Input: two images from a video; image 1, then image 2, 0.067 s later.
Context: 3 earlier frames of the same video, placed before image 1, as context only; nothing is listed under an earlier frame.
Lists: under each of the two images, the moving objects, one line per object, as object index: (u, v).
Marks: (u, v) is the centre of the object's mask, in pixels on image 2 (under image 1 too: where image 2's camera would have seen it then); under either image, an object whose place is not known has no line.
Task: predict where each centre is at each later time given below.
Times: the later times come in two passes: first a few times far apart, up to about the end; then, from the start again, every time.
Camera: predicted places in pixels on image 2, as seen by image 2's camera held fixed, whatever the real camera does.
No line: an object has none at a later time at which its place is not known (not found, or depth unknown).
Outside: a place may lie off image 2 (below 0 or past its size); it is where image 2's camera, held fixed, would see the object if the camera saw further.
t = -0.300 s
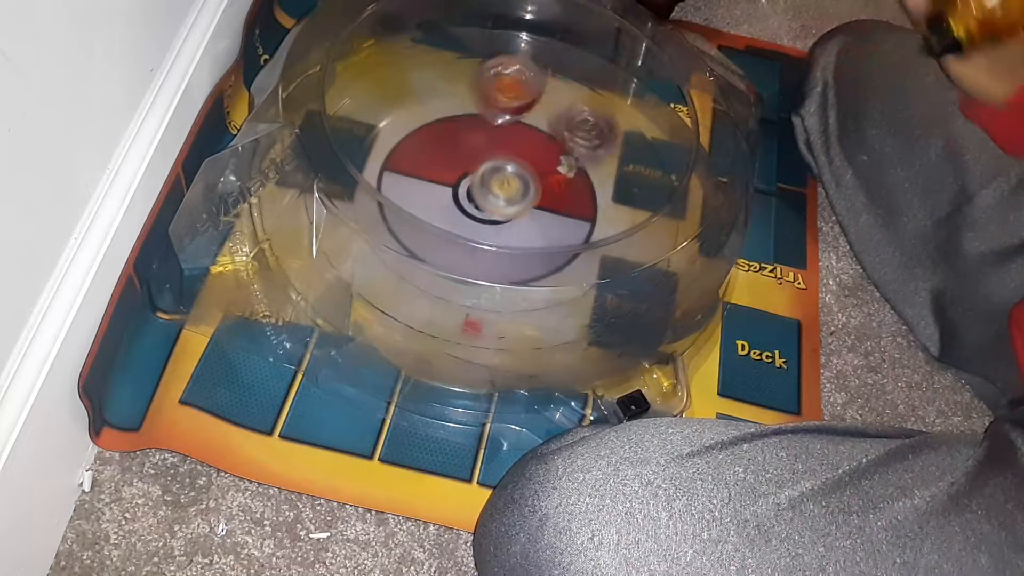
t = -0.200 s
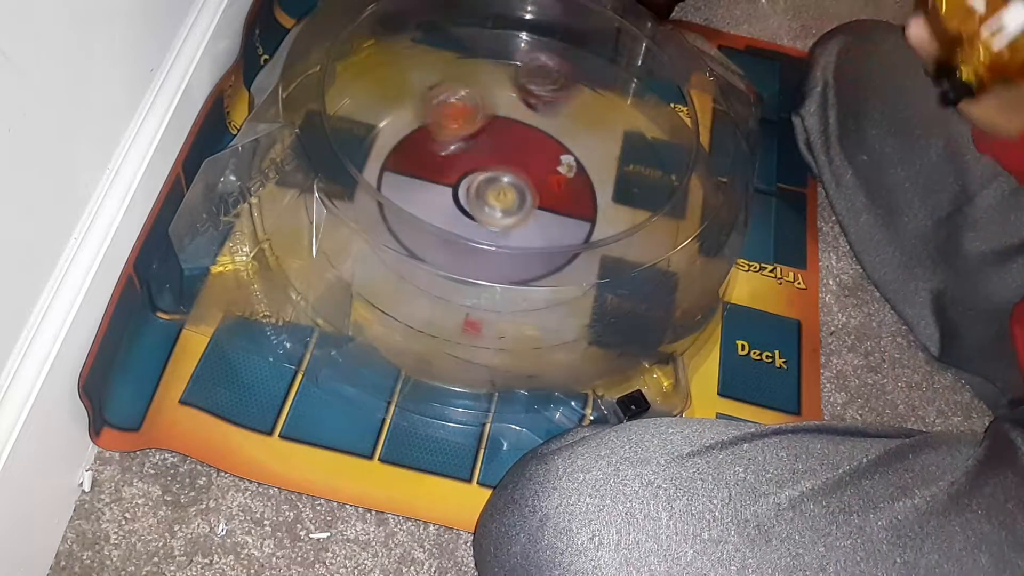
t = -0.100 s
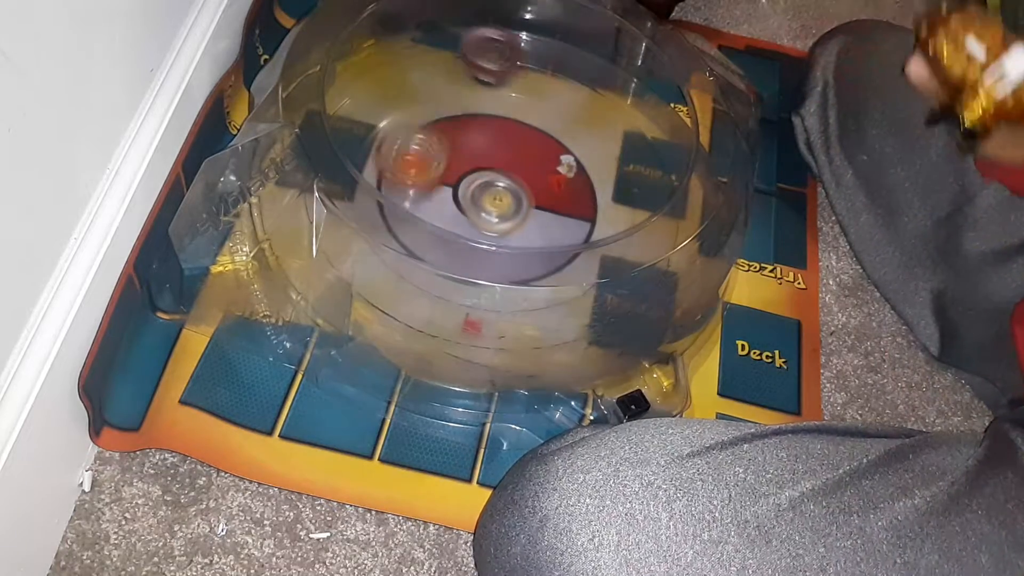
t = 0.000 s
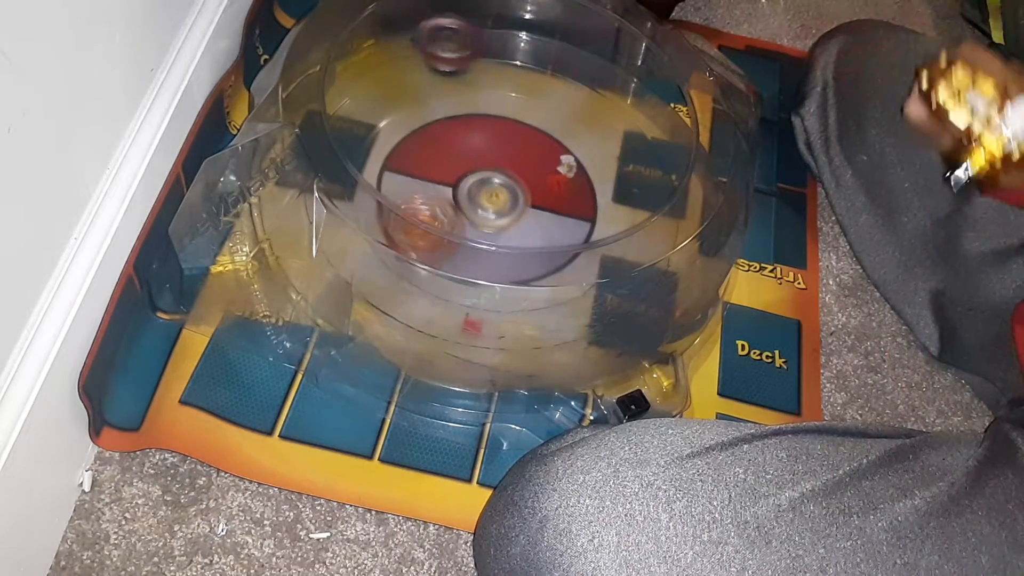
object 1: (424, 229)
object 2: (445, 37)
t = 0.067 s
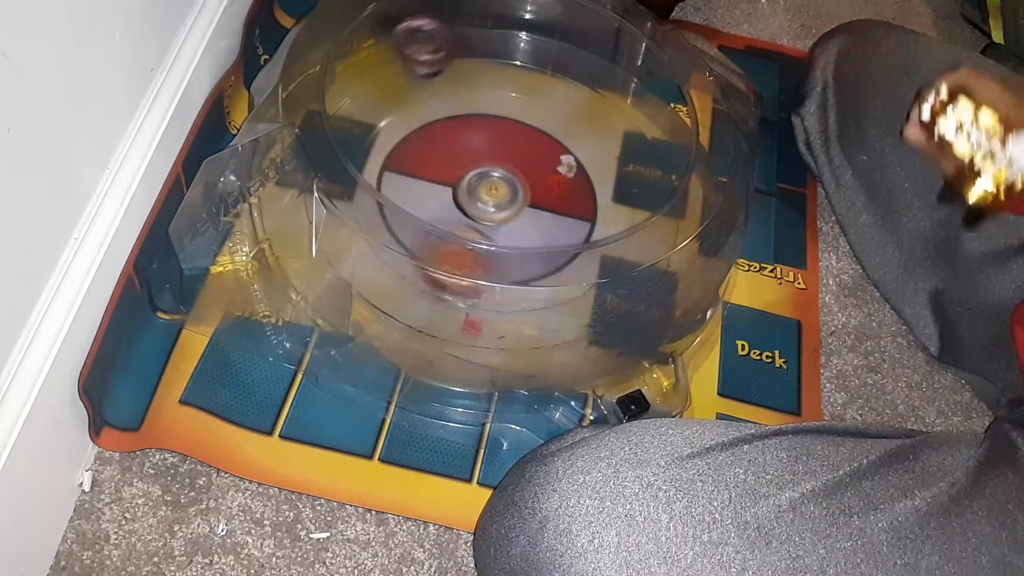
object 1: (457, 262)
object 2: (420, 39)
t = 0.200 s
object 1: (570, 287)
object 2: (384, 56)
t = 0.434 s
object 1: (650, 263)
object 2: (348, 94)
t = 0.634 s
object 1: (660, 232)
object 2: (349, 136)
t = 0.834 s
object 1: (651, 202)
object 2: (411, 205)
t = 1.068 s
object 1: (585, 148)
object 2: (595, 213)
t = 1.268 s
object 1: (445, 116)
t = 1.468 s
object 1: (372, 195)
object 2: (497, 84)
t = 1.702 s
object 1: (483, 285)
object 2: (361, 139)
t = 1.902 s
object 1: (575, 248)
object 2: (441, 270)
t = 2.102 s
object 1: (581, 138)
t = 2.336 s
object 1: (444, 79)
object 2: (697, 212)
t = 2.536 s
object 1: (362, 165)
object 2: (661, 157)
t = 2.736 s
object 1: (464, 264)
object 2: (576, 117)
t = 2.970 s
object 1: (621, 210)
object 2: (406, 123)
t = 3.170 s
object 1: (595, 108)
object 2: (376, 208)
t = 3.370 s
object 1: (538, 66)
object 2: (505, 273)
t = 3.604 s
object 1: (500, 60)
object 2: (609, 179)
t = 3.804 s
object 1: (462, 70)
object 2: (543, 91)
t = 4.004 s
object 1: (379, 129)
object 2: (471, 88)
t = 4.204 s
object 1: (408, 231)
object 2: (413, 139)
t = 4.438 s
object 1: (550, 286)
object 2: (419, 182)
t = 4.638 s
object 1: (607, 281)
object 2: (457, 185)
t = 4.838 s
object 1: (619, 283)
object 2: (463, 167)
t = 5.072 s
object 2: (375, 154)
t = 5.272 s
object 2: (409, 177)
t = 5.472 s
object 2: (382, 144)
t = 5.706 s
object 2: (342, 104)
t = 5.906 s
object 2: (334, 122)
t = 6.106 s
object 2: (376, 125)
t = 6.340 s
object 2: (399, 125)
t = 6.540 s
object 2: (460, 176)
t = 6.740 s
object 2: (489, 221)
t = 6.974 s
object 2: (504, 207)
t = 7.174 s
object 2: (506, 208)
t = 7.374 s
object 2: (489, 200)
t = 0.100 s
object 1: (484, 283)
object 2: (410, 43)
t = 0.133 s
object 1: (512, 286)
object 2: (401, 48)
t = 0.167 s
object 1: (543, 287)
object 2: (392, 52)
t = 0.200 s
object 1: (570, 287)
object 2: (384, 56)
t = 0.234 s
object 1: (592, 286)
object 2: (375, 60)
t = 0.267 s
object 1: (609, 285)
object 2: (369, 64)
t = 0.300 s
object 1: (624, 285)
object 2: (363, 70)
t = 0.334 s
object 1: (635, 280)
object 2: (356, 76)
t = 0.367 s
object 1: (641, 273)
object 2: (352, 81)
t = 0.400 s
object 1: (647, 268)
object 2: (350, 88)
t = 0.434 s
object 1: (650, 263)
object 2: (348, 94)
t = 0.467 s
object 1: (654, 259)
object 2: (346, 101)
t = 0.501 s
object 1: (656, 255)
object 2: (345, 108)
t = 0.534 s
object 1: (658, 246)
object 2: (345, 114)
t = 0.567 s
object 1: (658, 244)
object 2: (343, 122)
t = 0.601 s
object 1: (659, 238)
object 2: (346, 129)
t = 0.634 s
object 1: (660, 232)
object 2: (349, 136)
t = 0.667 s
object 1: (660, 227)
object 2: (352, 142)
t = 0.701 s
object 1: (659, 221)
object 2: (356, 151)
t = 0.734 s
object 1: (659, 217)
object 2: (361, 160)
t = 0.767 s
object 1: (657, 212)
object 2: (373, 175)
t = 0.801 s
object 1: (654, 209)
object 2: (391, 191)
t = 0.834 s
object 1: (651, 202)
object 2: (411, 205)
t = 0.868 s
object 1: (647, 198)
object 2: (435, 218)
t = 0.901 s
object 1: (640, 191)
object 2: (462, 226)
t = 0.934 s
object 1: (636, 186)
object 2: (492, 234)
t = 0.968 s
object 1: (627, 179)
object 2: (522, 231)
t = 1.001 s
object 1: (615, 170)
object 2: (551, 229)
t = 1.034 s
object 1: (600, 160)
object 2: (574, 221)
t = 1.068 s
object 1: (585, 148)
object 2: (595, 213)
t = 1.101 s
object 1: (566, 137)
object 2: (610, 202)
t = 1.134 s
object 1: (543, 127)
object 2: (621, 188)
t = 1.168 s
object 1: (518, 122)
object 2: (626, 174)
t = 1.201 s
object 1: (495, 116)
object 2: (631, 163)
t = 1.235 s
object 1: (469, 114)
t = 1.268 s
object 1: (445, 116)
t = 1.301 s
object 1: (422, 122)
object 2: (603, 122)
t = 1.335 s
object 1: (402, 131)
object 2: (585, 113)
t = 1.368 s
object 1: (387, 144)
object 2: (565, 103)
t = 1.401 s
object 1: (378, 159)
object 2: (543, 95)
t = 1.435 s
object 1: (372, 176)
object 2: (520, 88)
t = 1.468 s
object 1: (372, 195)
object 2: (497, 84)
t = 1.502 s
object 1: (378, 212)
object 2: (472, 82)
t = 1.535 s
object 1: (391, 237)
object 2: (447, 84)
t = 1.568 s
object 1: (404, 254)
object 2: (421, 88)
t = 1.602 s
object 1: (429, 266)
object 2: (397, 97)
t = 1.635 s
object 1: (448, 275)
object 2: (381, 106)
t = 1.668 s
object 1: (469, 284)
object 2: (365, 122)
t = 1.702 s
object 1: (483, 285)
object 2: (361, 139)
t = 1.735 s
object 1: (499, 287)
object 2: (353, 160)
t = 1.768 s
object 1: (513, 286)
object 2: (356, 184)
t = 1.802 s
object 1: (530, 285)
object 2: (369, 206)
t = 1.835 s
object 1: (546, 272)
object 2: (390, 234)
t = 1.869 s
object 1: (562, 261)
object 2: (416, 257)
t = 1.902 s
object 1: (575, 248)
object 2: (441, 270)
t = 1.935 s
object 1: (591, 231)
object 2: (475, 283)
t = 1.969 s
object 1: (597, 212)
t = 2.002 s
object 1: (601, 195)
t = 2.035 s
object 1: (598, 178)
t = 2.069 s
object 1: (593, 160)
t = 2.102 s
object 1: (581, 138)
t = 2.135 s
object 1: (568, 124)
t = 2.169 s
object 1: (546, 110)
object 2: (660, 264)
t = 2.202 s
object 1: (527, 102)
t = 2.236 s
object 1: (506, 93)
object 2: (680, 240)
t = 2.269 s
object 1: (482, 83)
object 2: (687, 233)
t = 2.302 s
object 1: (462, 79)
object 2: (693, 222)
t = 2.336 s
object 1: (444, 79)
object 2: (697, 212)
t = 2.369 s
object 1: (424, 81)
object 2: (699, 202)
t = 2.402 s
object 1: (402, 90)
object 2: (698, 191)
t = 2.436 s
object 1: (385, 103)
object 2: (694, 182)
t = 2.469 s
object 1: (373, 121)
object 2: (684, 170)
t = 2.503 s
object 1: (367, 143)
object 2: (669, 163)
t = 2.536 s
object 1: (362, 165)
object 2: (661, 157)
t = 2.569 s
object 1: (367, 187)
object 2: (649, 150)
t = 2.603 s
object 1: (378, 204)
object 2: (638, 142)
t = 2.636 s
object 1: (393, 222)
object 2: (625, 134)
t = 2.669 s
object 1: (410, 238)
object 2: (611, 125)
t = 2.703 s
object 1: (436, 253)
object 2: (597, 120)
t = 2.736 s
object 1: (464, 264)
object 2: (576, 117)
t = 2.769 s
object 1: (493, 269)
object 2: (552, 111)
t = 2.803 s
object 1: (522, 268)
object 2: (529, 108)
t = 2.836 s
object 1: (548, 261)
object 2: (503, 108)
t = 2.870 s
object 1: (571, 252)
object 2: (476, 108)
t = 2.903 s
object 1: (588, 243)
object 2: (451, 111)
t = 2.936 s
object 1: (609, 227)
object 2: (428, 116)
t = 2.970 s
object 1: (621, 210)
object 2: (406, 123)
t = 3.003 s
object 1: (628, 187)
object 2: (386, 134)
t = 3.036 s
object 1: (629, 172)
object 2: (373, 149)
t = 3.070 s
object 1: (626, 157)
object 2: (367, 158)
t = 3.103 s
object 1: (622, 137)
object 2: (360, 177)
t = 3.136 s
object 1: (607, 118)
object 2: (366, 193)
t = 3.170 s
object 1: (595, 108)
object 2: (376, 208)
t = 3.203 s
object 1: (583, 94)
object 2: (388, 222)
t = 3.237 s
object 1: (570, 84)
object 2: (404, 244)
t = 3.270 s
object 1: (560, 77)
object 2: (425, 256)
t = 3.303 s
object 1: (551, 72)
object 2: (450, 264)
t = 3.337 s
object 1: (544, 68)
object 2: (477, 267)
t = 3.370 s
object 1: (538, 66)
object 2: (505, 273)
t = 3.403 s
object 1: (533, 64)
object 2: (530, 261)
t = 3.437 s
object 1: (528, 63)
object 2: (550, 255)
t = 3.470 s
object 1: (522, 62)
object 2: (573, 242)
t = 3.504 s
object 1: (516, 61)
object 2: (590, 229)
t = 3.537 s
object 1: (511, 61)
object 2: (600, 213)
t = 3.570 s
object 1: (505, 60)
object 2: (608, 195)
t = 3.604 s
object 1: (500, 60)
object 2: (609, 179)
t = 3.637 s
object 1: (494, 61)
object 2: (608, 162)
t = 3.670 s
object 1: (488, 61)
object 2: (600, 144)
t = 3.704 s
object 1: (482, 62)
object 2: (590, 130)
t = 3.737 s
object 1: (477, 63)
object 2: (577, 115)
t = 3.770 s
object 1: (470, 66)
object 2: (561, 102)
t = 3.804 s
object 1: (462, 70)
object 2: (543, 91)
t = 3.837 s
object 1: (452, 78)
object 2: (524, 84)
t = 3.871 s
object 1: (431, 84)
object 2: (514, 79)
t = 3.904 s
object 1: (415, 93)
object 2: (504, 78)
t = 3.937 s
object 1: (400, 104)
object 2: (491, 77)
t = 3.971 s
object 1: (388, 115)
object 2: (479, 81)
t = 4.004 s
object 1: (379, 129)
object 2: (471, 88)
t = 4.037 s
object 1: (374, 148)
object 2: (461, 98)
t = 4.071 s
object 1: (375, 163)
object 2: (448, 109)
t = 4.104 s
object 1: (377, 182)
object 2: (438, 119)
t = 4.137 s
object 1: (385, 201)
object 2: (429, 122)
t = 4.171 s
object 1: (395, 216)
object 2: (418, 132)
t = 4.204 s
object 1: (408, 231)
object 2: (413, 139)
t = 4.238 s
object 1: (429, 248)
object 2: (408, 148)
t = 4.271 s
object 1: (448, 261)
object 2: (407, 156)
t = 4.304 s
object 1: (469, 273)
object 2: (416, 175)
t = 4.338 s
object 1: (489, 280)
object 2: (420, 176)
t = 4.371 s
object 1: (510, 284)
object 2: (419, 180)
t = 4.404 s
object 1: (531, 288)
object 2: (418, 181)
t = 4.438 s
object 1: (550, 286)
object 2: (419, 182)
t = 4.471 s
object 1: (569, 283)
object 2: (421, 183)
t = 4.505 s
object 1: (581, 281)
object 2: (426, 185)
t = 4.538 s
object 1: (591, 280)
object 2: (431, 185)
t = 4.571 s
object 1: (599, 280)
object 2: (438, 185)
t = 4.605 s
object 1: (603, 281)
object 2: (447, 185)
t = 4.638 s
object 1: (607, 281)
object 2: (457, 185)
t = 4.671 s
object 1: (610, 282)
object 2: (466, 184)
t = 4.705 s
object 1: (613, 282)
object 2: (468, 180)
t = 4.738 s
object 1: (615, 283)
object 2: (464, 174)
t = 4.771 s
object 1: (617, 283)
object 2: (463, 171)
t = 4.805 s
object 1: (618, 283)
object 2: (462, 167)
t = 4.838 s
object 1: (619, 283)
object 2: (463, 167)
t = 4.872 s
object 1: (620, 282)
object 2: (455, 165)
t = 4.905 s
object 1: (621, 282)
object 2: (432, 158)
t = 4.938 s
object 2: (412, 155)
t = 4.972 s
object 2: (395, 152)
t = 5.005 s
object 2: (385, 153)
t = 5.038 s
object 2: (378, 153)
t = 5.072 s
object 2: (375, 154)
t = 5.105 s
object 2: (374, 157)
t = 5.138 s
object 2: (376, 159)
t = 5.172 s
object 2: (380, 163)
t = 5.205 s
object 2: (387, 166)
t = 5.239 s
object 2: (396, 172)
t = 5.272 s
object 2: (409, 177)
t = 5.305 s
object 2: (425, 181)
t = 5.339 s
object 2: (441, 188)
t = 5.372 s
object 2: (448, 184)
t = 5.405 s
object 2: (426, 165)
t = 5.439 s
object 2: (398, 155)
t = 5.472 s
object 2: (382, 144)
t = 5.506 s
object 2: (368, 133)
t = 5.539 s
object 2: (357, 124)
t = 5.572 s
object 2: (353, 121)
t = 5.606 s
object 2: (345, 116)
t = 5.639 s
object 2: (338, 109)
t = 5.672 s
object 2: (335, 102)
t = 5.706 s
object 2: (342, 104)
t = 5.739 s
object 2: (348, 104)
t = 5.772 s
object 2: (352, 105)
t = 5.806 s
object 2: (347, 108)
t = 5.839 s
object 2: (340, 113)
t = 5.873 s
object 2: (334, 118)
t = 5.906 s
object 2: (334, 122)
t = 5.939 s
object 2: (337, 124)
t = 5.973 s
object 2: (339, 129)
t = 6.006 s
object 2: (352, 125)
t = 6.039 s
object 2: (359, 126)
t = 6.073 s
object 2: (365, 125)
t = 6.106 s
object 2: (376, 125)
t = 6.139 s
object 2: (392, 129)
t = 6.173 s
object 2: (401, 129)
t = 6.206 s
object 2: (398, 123)
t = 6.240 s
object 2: (397, 120)
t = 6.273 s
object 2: (397, 119)
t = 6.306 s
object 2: (397, 121)
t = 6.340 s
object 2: (399, 125)
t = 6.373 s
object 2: (402, 132)
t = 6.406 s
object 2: (409, 141)
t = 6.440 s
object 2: (417, 146)
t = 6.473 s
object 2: (431, 155)
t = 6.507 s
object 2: (444, 165)
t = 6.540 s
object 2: (460, 176)
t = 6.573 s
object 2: (471, 186)
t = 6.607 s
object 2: (471, 195)
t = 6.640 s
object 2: (473, 207)
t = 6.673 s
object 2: (477, 214)
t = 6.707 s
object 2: (483, 219)
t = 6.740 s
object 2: (489, 221)
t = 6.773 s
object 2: (494, 223)
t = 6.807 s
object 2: (498, 224)
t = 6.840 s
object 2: (499, 224)
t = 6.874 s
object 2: (505, 222)
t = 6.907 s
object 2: (505, 219)
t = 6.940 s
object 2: (505, 214)
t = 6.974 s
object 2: (504, 207)
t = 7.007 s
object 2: (503, 201)
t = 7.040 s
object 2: (500, 200)
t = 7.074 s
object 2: (505, 207)
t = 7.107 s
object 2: (507, 209)
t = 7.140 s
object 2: (507, 210)
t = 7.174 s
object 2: (506, 208)
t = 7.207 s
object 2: (505, 206)
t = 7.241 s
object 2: (500, 202)
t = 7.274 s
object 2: (498, 201)
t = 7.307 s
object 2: (492, 201)
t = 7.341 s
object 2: (491, 198)
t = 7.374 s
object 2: (489, 200)
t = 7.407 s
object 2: (482, 198)
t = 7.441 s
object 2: (471, 201)
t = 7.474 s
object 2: (464, 200)
